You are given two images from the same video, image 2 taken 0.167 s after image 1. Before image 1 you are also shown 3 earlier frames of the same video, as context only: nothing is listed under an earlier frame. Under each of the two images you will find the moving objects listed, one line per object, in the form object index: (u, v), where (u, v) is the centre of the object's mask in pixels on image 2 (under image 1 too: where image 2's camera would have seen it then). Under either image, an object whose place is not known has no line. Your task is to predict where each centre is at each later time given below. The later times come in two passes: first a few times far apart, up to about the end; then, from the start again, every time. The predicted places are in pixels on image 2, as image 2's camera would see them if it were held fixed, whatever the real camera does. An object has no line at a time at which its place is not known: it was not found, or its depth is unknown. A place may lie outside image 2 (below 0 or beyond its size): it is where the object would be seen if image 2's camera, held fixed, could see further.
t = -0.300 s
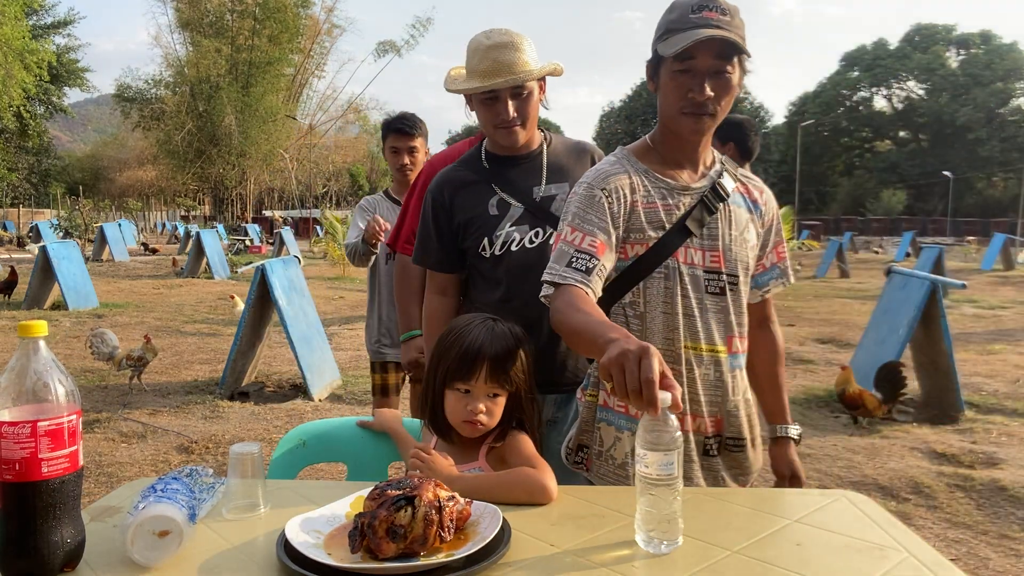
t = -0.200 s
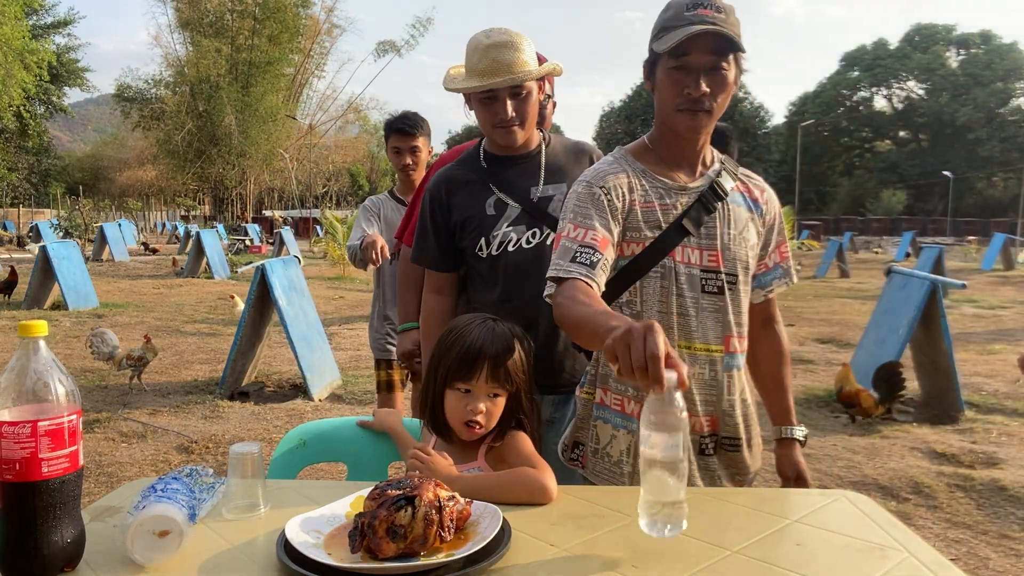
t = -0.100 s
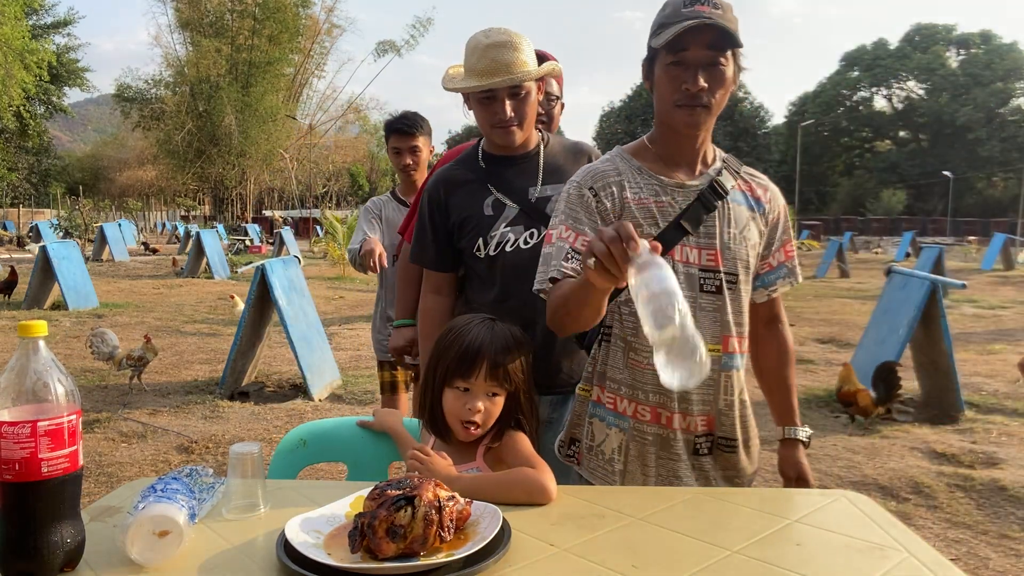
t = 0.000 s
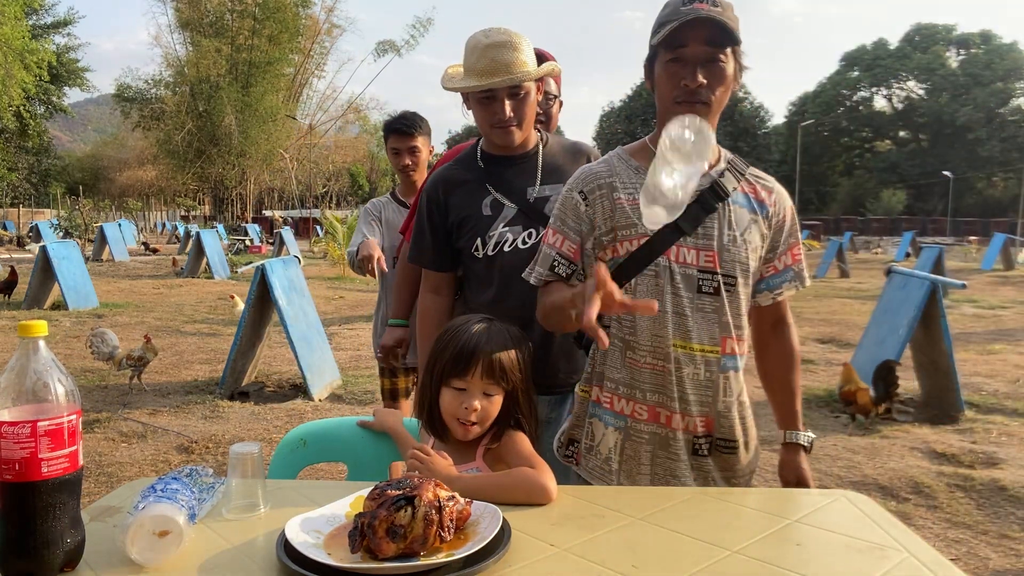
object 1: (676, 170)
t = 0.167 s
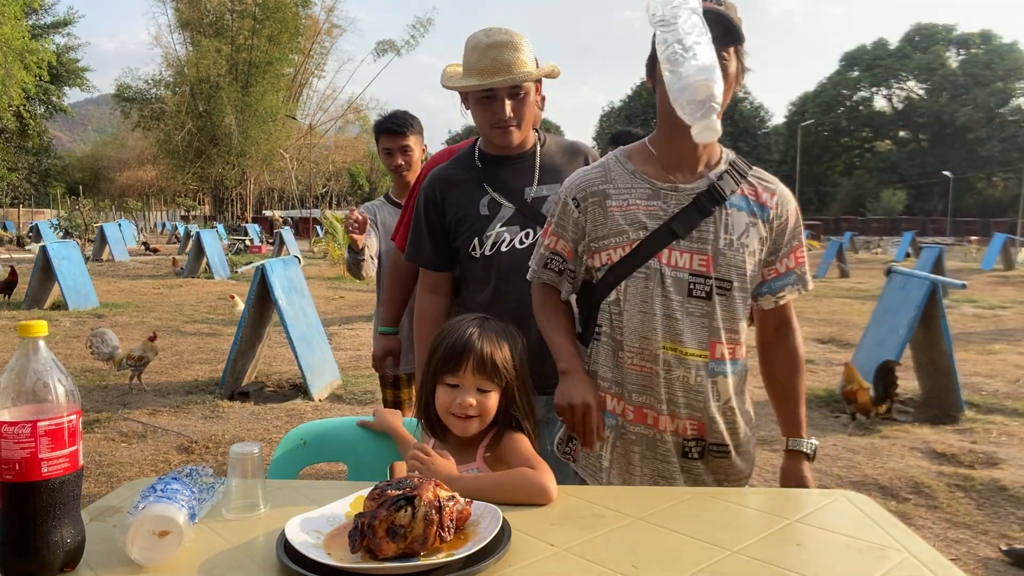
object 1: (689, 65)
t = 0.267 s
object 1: (686, 70)
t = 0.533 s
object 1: (666, 519)
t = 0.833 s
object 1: (613, 549)
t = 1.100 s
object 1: (568, 551)
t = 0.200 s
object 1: (689, 58)
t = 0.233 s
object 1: (687, 56)
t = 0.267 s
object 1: (686, 70)
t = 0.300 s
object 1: (685, 96)
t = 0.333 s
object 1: (683, 133)
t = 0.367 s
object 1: (681, 178)
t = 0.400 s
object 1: (679, 231)
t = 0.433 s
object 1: (676, 293)
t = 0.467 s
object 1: (673, 361)
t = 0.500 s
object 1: (670, 436)
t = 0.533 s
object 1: (666, 519)
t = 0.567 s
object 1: (659, 539)
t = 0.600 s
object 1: (656, 536)
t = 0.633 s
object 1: (652, 537)
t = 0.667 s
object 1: (646, 544)
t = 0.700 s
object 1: (637, 547)
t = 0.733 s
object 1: (632, 548)
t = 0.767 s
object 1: (626, 548)
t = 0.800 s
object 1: (619, 549)
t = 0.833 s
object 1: (613, 549)
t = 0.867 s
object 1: (609, 549)
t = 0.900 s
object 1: (603, 550)
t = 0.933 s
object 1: (599, 550)
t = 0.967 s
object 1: (593, 550)
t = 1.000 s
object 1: (587, 550)
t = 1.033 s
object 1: (580, 550)
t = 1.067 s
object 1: (573, 551)
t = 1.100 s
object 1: (568, 551)
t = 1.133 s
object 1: (562, 551)
